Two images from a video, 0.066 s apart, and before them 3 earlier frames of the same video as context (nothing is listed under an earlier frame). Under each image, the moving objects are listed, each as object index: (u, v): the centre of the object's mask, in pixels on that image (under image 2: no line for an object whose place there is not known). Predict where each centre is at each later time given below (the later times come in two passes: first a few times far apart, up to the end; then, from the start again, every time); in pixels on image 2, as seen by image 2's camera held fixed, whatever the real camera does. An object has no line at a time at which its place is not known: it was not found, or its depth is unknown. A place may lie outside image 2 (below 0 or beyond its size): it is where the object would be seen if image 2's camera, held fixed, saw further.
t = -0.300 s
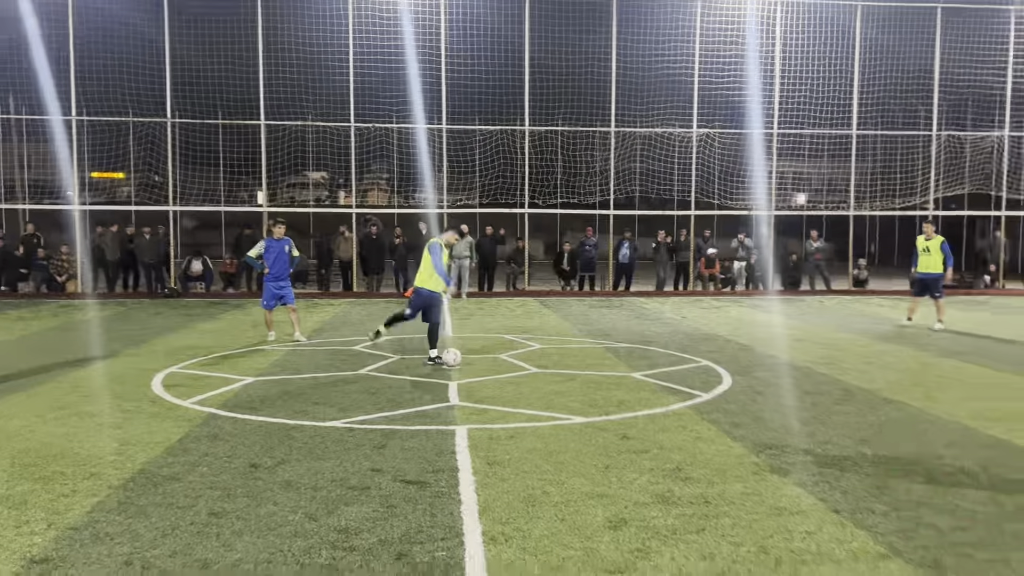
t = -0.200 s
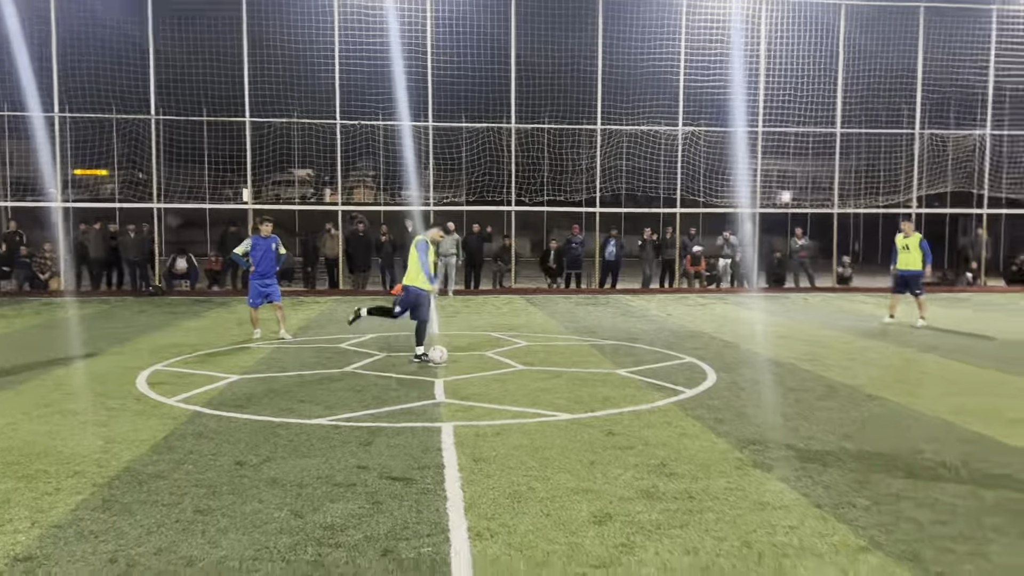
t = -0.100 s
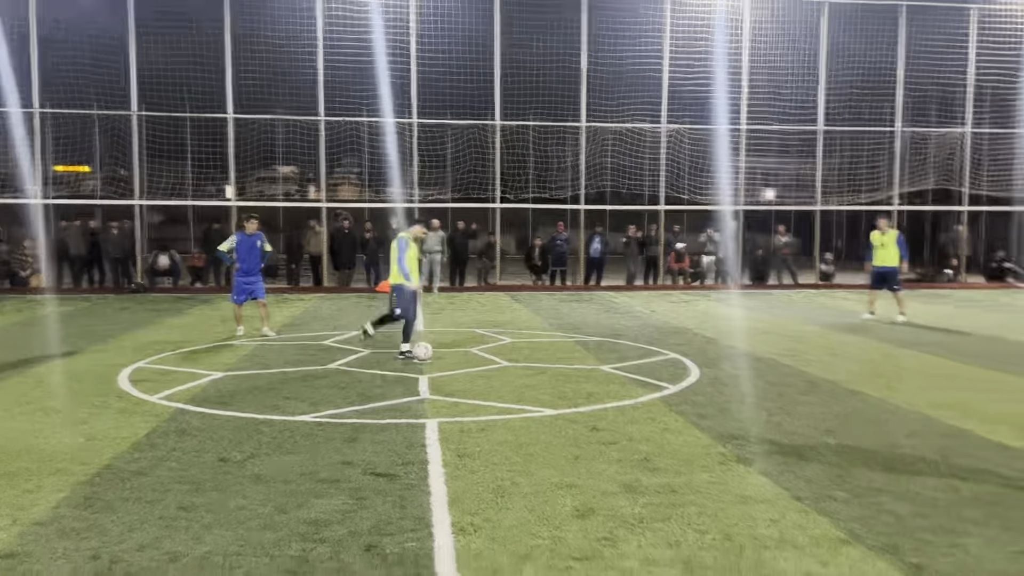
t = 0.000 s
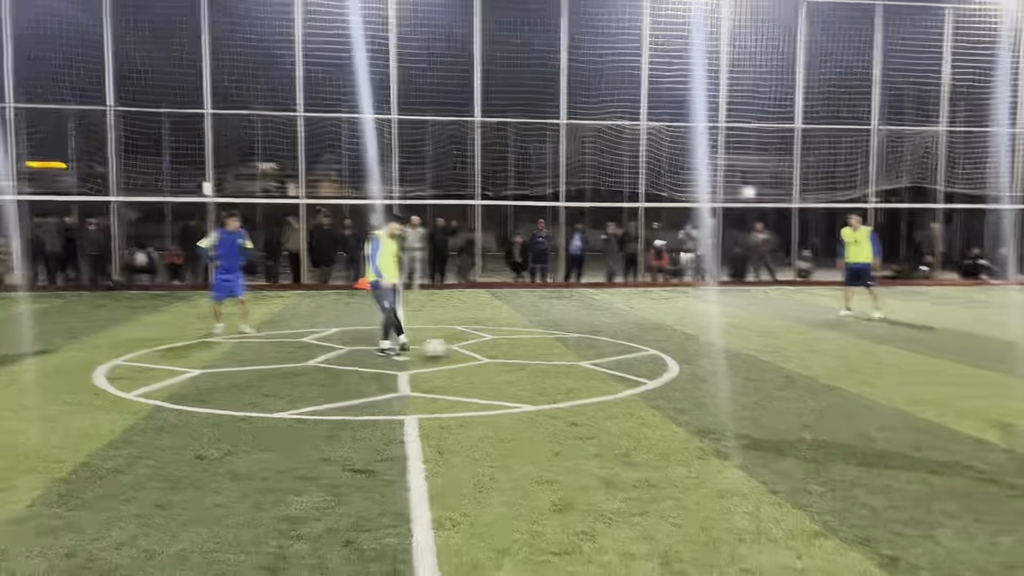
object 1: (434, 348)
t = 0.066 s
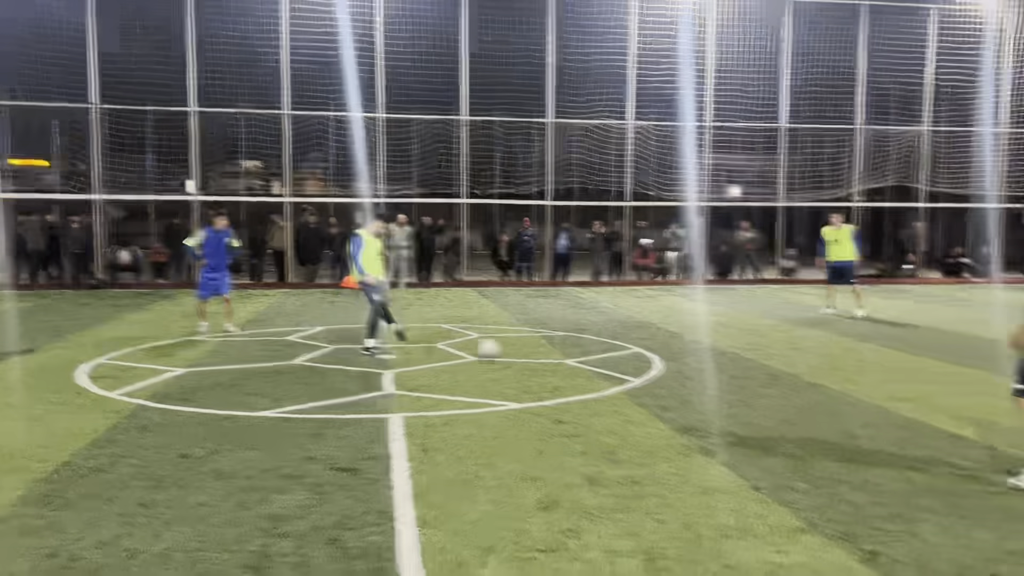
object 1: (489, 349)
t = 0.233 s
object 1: (644, 353)
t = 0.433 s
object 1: (822, 357)
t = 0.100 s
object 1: (520, 350)
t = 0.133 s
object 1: (551, 350)
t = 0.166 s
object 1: (585, 351)
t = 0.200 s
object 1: (615, 352)
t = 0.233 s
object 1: (644, 353)
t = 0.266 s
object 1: (678, 354)
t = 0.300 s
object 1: (706, 354)
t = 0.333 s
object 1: (735, 355)
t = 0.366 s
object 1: (766, 356)
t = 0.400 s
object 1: (793, 356)
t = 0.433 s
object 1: (822, 357)
